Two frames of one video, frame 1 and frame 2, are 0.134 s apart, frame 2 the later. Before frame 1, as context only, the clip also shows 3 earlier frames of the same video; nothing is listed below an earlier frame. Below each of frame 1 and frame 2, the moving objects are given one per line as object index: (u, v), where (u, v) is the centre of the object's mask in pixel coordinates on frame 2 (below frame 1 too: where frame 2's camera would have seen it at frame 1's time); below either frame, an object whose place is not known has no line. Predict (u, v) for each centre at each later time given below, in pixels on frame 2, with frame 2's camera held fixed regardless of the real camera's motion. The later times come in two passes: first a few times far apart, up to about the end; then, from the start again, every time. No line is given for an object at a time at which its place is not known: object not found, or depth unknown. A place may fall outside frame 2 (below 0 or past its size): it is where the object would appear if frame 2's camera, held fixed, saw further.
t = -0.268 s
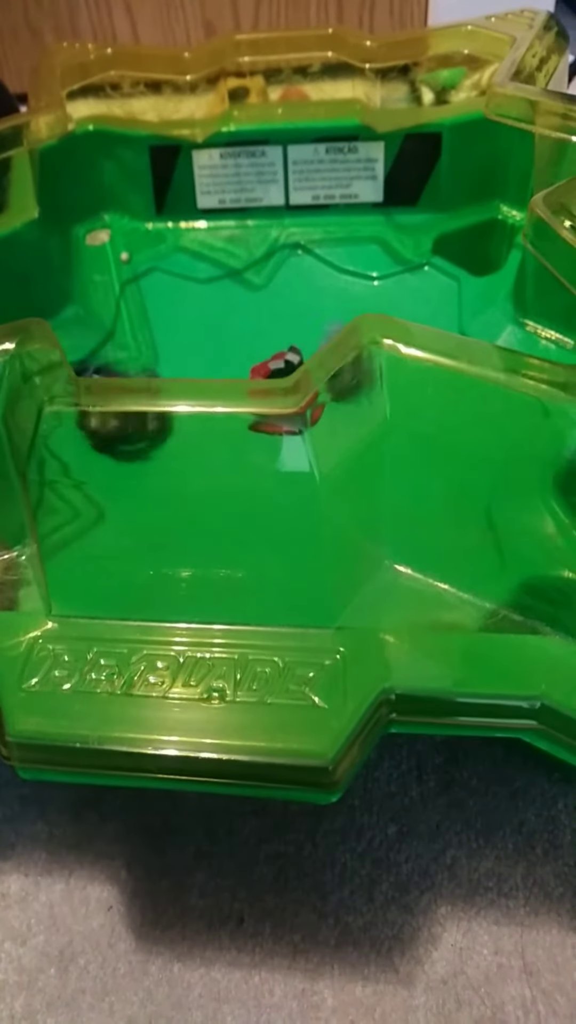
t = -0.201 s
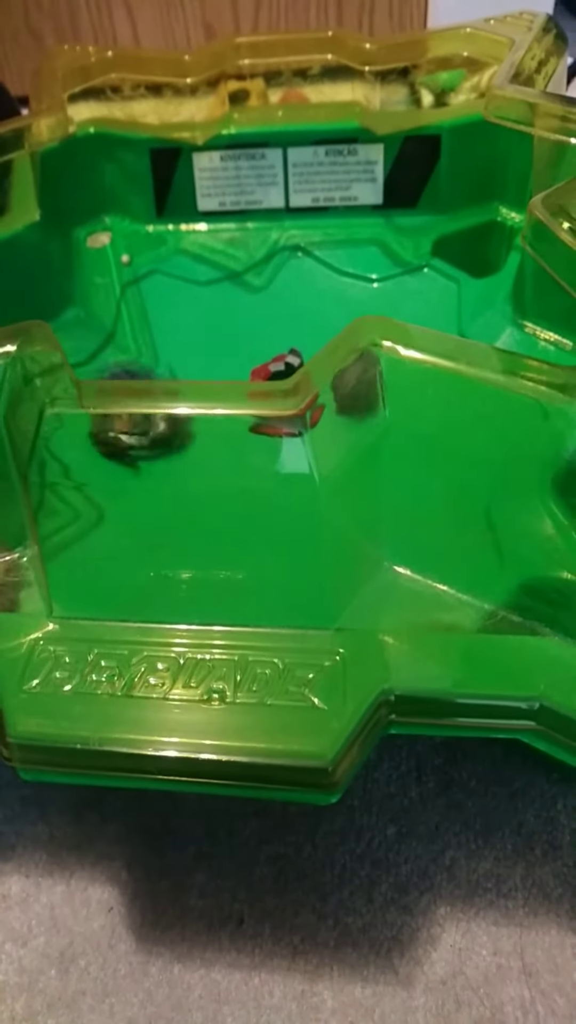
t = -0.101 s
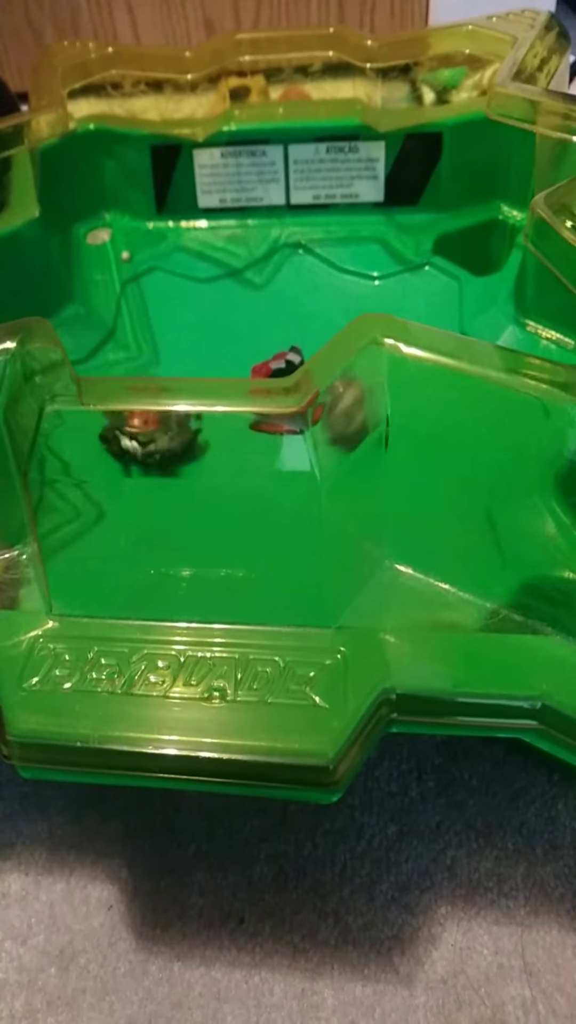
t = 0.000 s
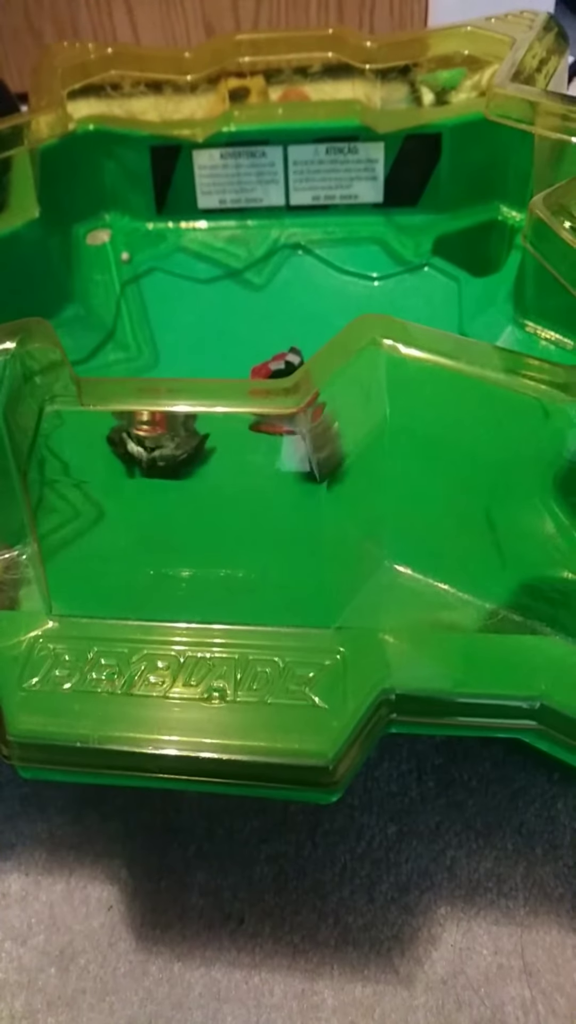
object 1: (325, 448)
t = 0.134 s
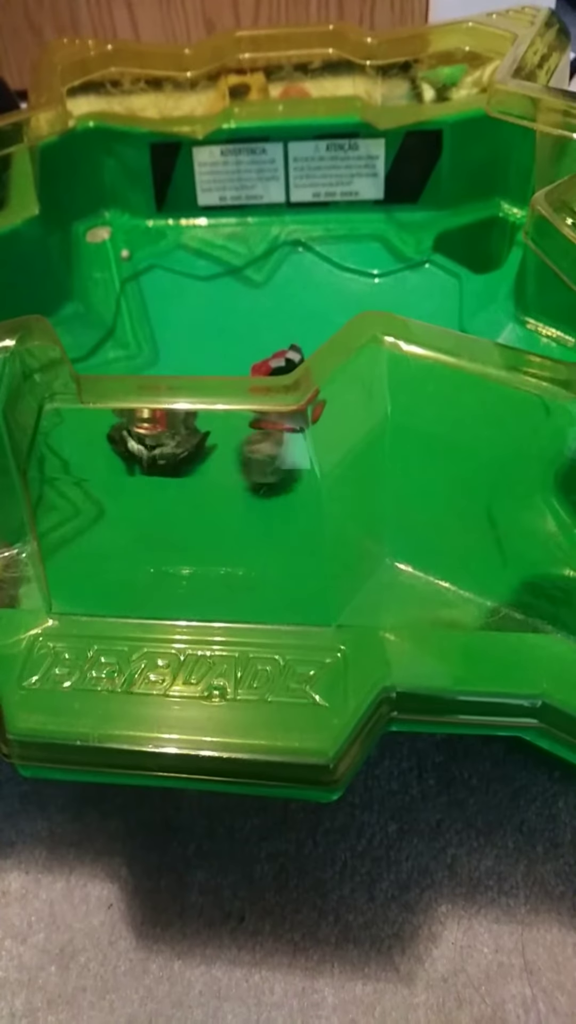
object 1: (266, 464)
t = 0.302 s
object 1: (227, 464)
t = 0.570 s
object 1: (231, 458)
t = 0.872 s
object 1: (231, 458)
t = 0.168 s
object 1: (257, 462)
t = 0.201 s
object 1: (248, 465)
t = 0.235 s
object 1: (243, 466)
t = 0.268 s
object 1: (234, 466)
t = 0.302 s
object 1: (227, 464)
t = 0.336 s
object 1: (222, 463)
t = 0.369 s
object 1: (221, 463)
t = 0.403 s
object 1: (225, 462)
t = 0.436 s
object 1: (228, 461)
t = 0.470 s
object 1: (230, 458)
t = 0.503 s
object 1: (231, 458)
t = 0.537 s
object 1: (231, 458)
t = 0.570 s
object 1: (231, 458)
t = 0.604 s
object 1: (231, 458)
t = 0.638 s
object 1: (231, 458)
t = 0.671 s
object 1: (231, 458)
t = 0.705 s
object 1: (231, 458)
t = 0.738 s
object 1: (231, 458)
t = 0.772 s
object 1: (231, 458)
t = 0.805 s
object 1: (231, 458)
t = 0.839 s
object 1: (231, 458)
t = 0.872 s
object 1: (231, 458)
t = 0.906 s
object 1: (231, 458)
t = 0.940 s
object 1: (231, 460)
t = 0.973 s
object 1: (232, 459)
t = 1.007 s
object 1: (232, 458)
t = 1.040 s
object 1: (232, 458)
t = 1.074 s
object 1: (232, 458)
